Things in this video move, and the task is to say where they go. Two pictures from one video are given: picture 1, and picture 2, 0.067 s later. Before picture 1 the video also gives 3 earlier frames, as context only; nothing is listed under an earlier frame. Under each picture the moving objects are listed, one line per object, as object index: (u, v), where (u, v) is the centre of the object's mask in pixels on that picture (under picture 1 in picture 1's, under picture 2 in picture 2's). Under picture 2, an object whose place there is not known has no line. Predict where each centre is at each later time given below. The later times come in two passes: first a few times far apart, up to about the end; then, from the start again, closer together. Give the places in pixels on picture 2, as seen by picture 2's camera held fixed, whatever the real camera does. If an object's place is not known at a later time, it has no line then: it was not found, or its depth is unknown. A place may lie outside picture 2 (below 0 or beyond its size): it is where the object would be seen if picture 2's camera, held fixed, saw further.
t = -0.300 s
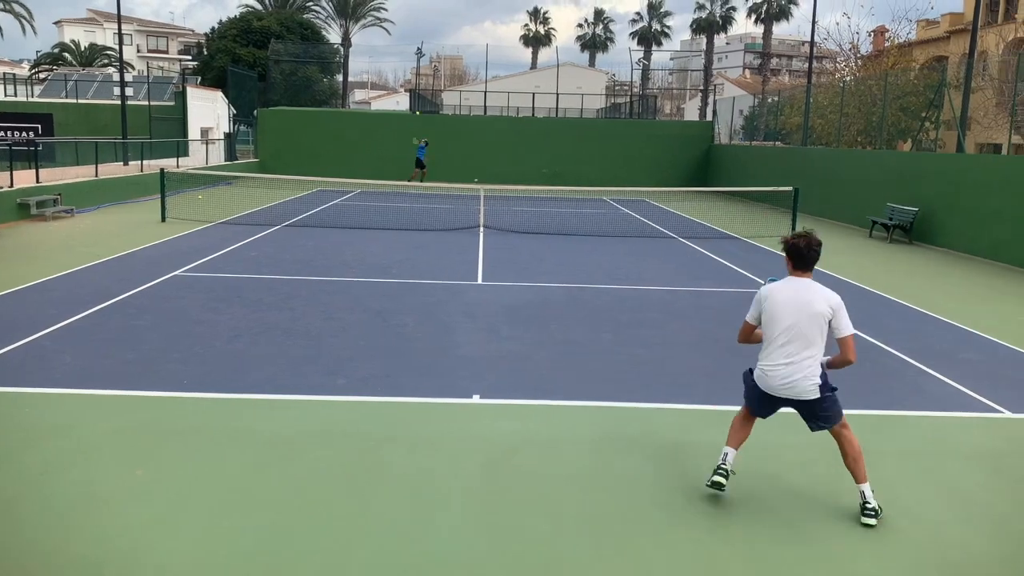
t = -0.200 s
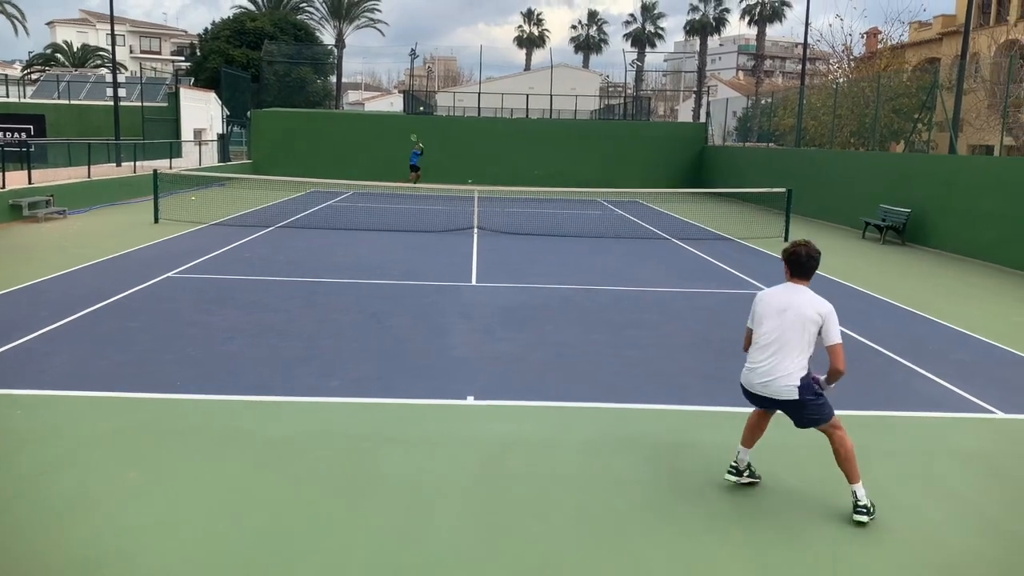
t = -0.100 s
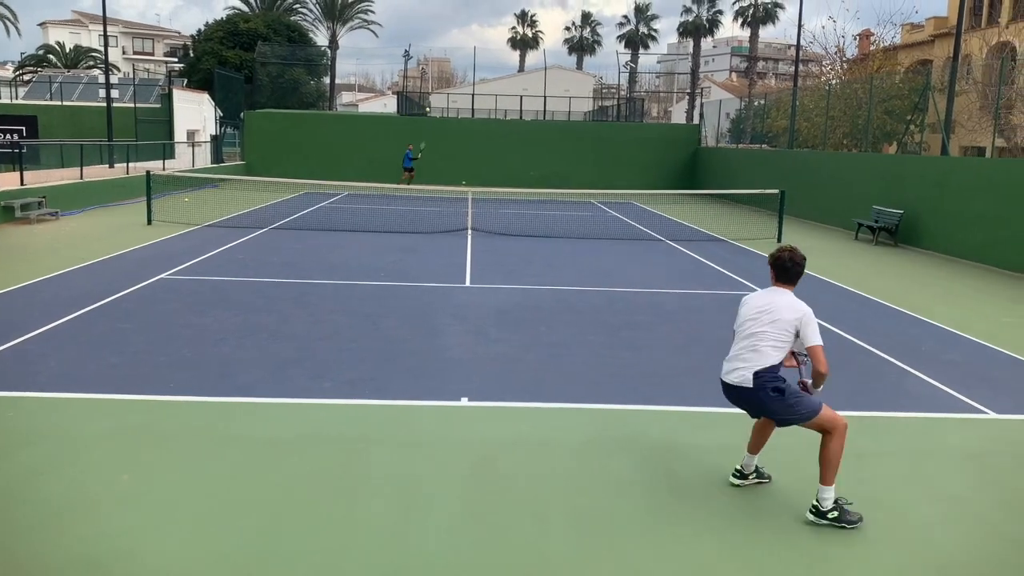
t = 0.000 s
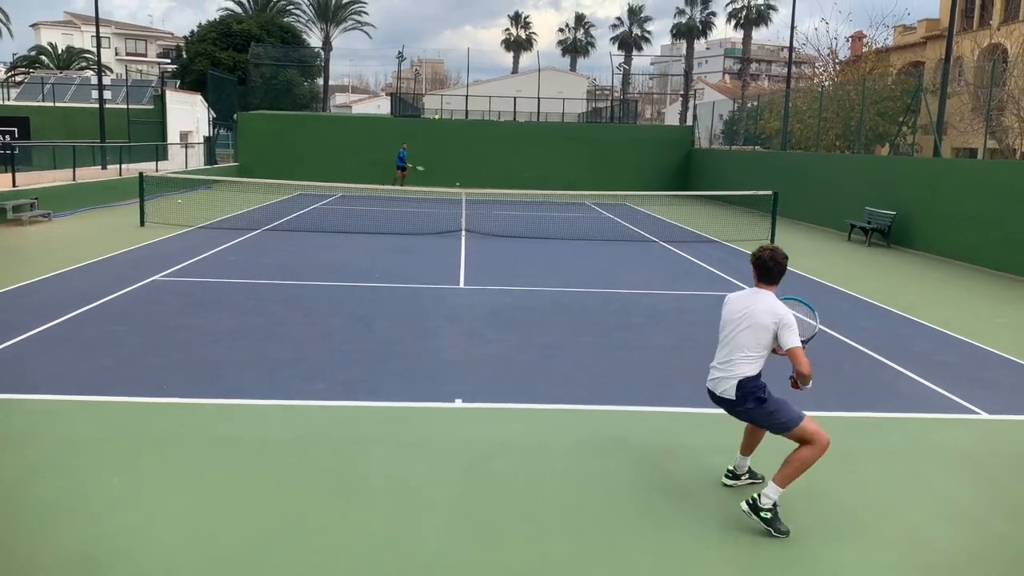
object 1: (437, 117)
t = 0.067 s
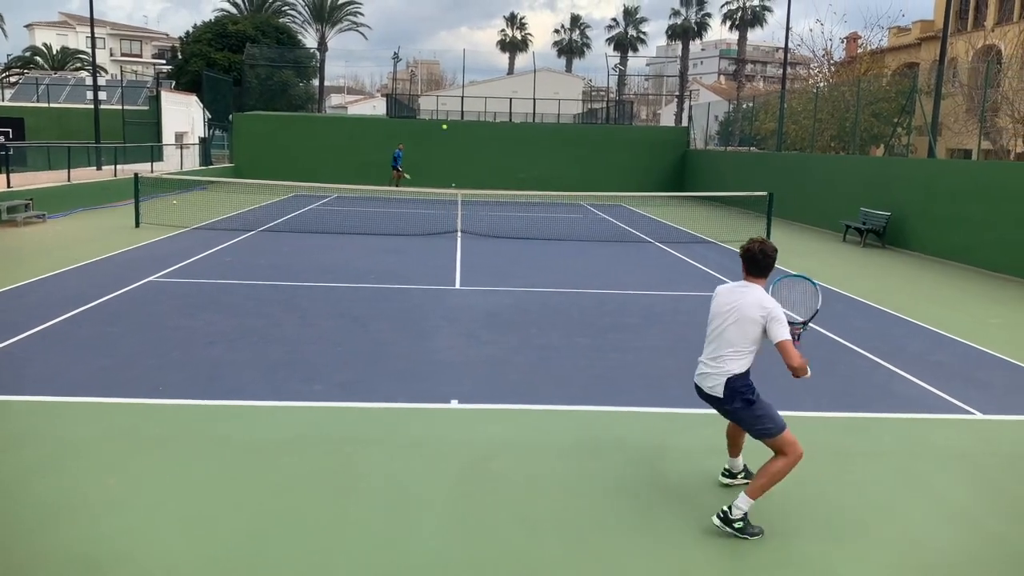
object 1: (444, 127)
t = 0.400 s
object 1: (538, 268)
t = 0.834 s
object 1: (819, 261)
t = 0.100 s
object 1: (451, 133)
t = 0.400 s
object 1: (538, 268)
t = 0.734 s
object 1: (720, 284)
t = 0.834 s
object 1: (819, 261)
